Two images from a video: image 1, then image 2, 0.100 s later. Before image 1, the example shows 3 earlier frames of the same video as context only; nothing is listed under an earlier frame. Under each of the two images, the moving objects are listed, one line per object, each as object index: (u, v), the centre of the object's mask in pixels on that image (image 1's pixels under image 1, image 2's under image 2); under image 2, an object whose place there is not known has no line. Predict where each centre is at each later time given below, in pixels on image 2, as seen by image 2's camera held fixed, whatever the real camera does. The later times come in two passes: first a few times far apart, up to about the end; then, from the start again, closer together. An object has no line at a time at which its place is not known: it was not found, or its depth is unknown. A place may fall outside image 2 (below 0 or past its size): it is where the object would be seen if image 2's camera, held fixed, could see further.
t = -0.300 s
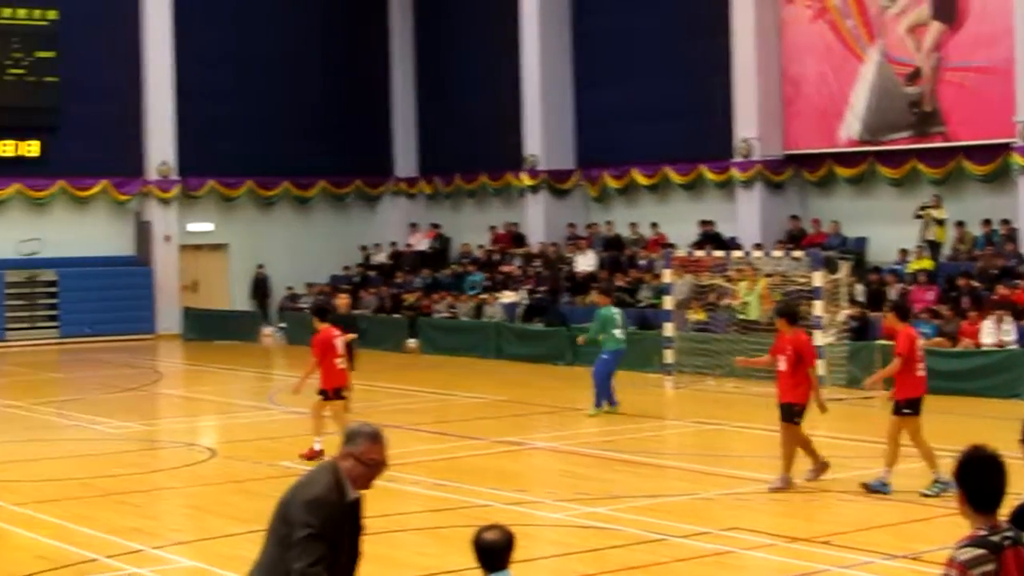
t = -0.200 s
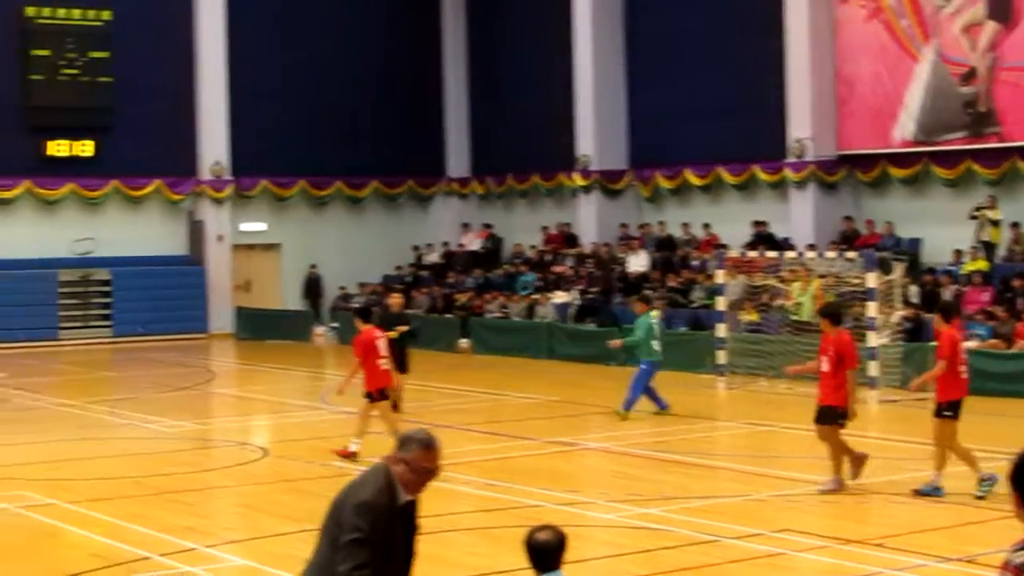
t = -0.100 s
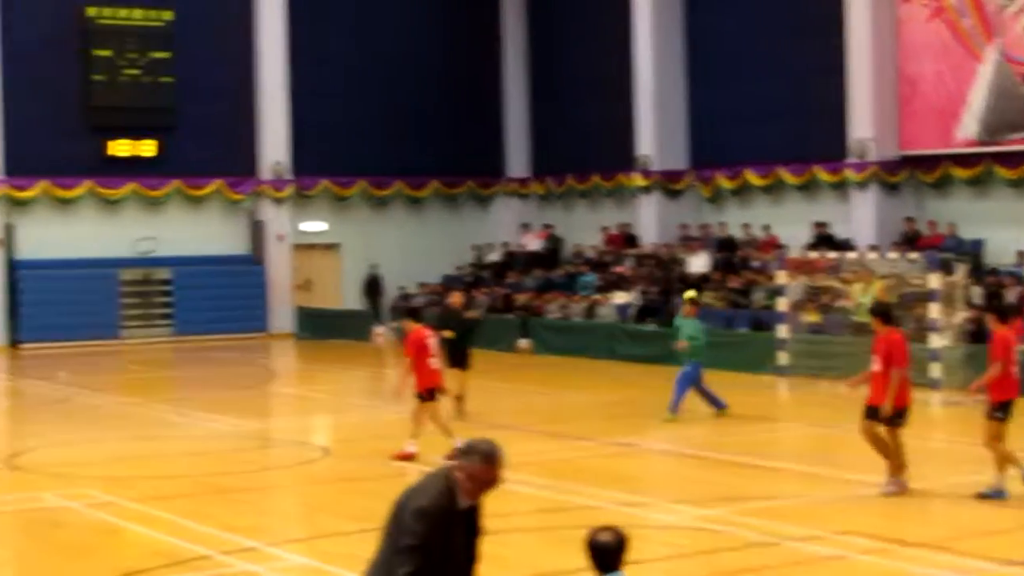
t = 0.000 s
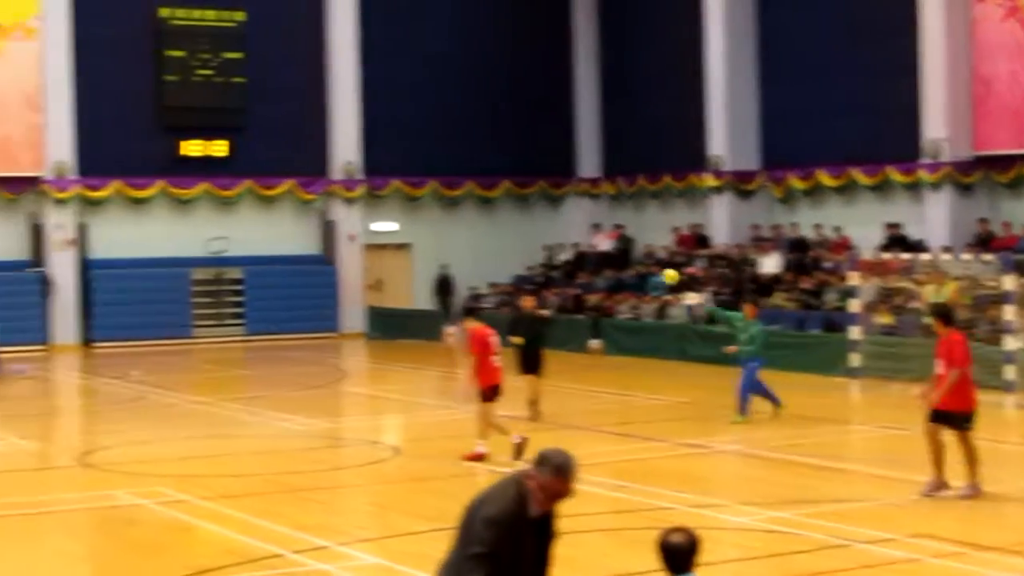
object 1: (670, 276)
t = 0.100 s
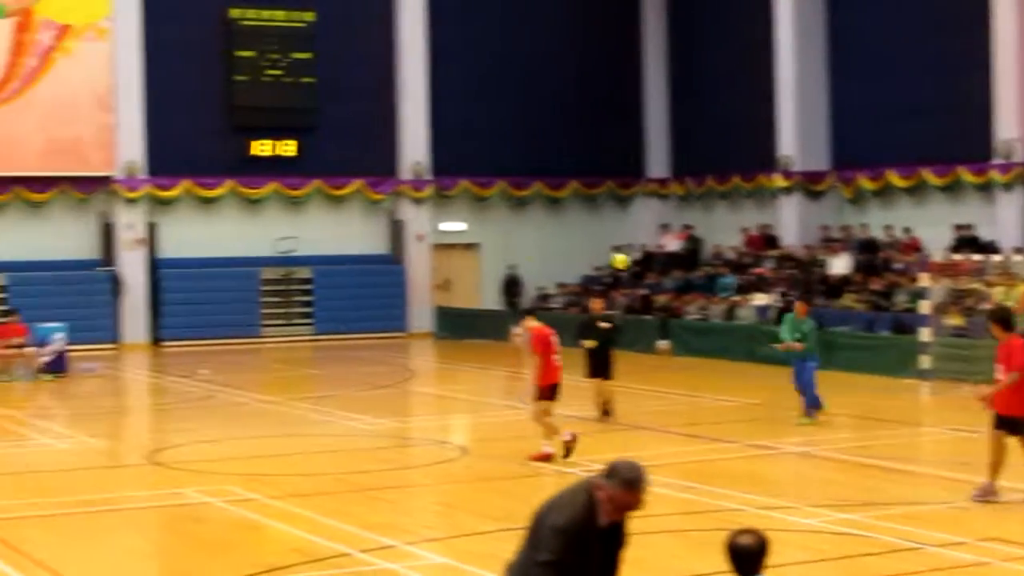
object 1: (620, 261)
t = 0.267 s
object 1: (403, 248)
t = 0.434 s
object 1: (163, 256)
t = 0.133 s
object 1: (579, 257)
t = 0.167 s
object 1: (536, 253)
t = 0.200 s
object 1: (492, 250)
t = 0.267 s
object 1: (403, 248)
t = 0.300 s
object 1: (359, 248)
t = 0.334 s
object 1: (312, 249)
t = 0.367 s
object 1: (264, 249)
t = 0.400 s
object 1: (213, 253)
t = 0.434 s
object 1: (163, 256)
